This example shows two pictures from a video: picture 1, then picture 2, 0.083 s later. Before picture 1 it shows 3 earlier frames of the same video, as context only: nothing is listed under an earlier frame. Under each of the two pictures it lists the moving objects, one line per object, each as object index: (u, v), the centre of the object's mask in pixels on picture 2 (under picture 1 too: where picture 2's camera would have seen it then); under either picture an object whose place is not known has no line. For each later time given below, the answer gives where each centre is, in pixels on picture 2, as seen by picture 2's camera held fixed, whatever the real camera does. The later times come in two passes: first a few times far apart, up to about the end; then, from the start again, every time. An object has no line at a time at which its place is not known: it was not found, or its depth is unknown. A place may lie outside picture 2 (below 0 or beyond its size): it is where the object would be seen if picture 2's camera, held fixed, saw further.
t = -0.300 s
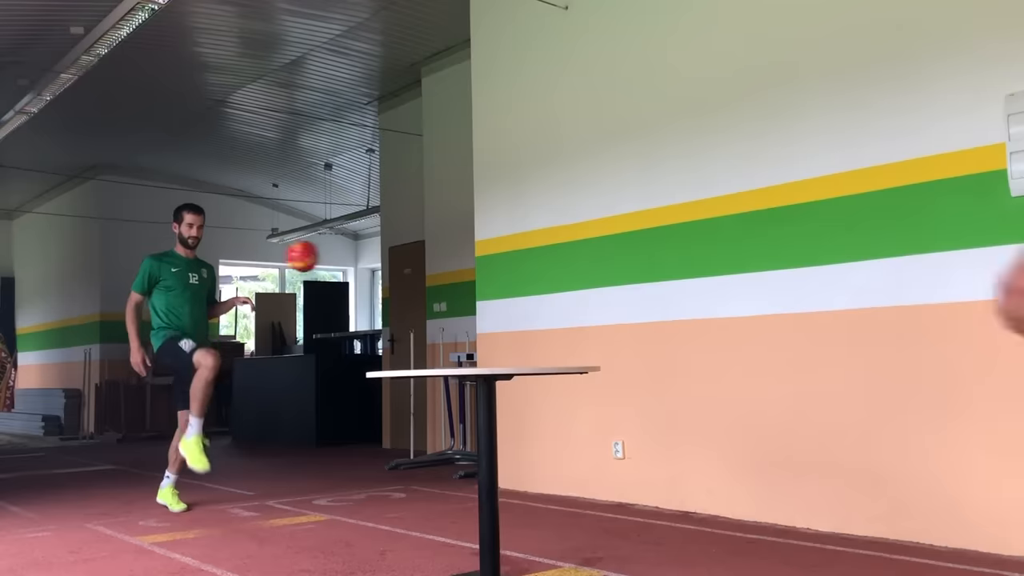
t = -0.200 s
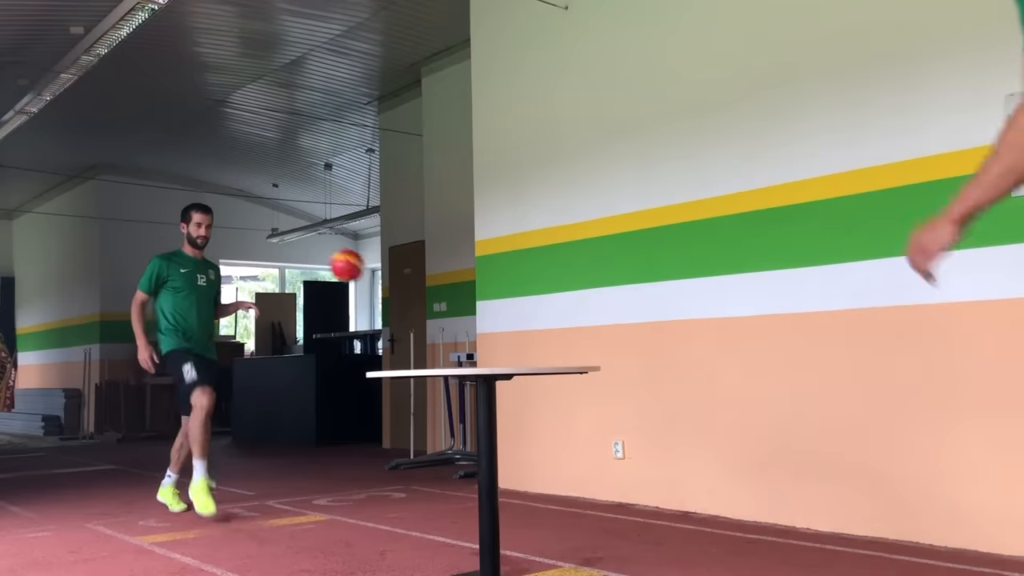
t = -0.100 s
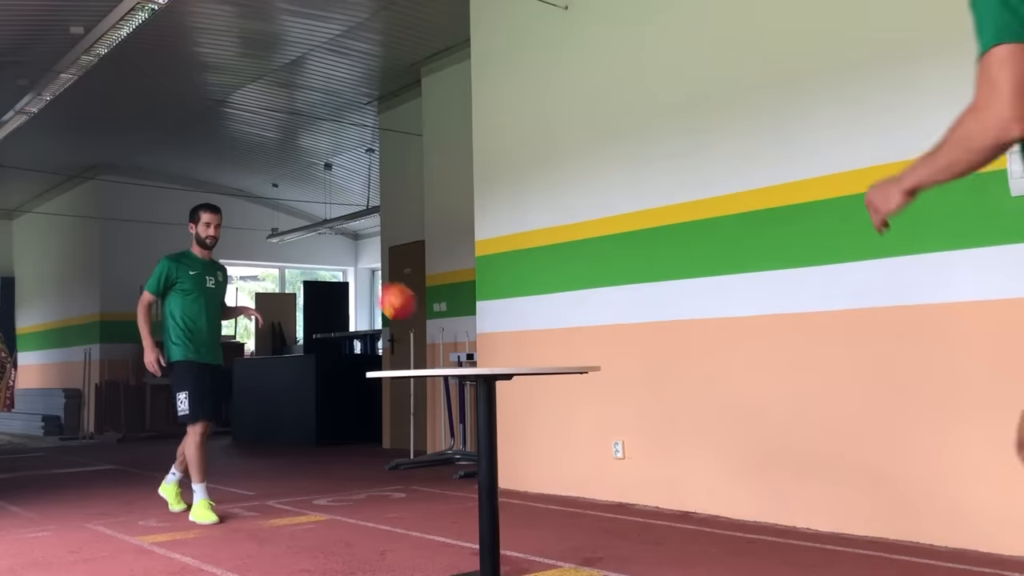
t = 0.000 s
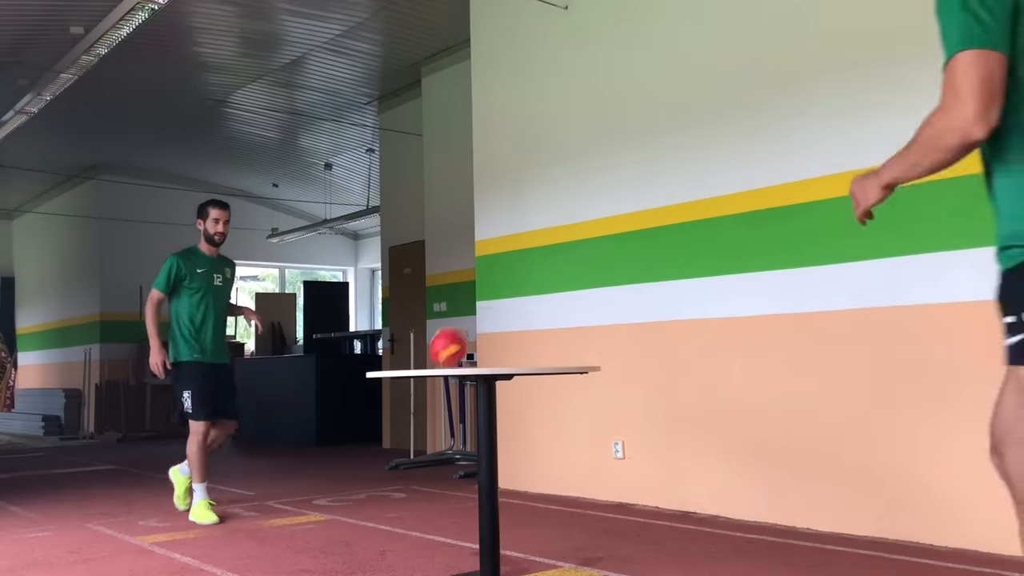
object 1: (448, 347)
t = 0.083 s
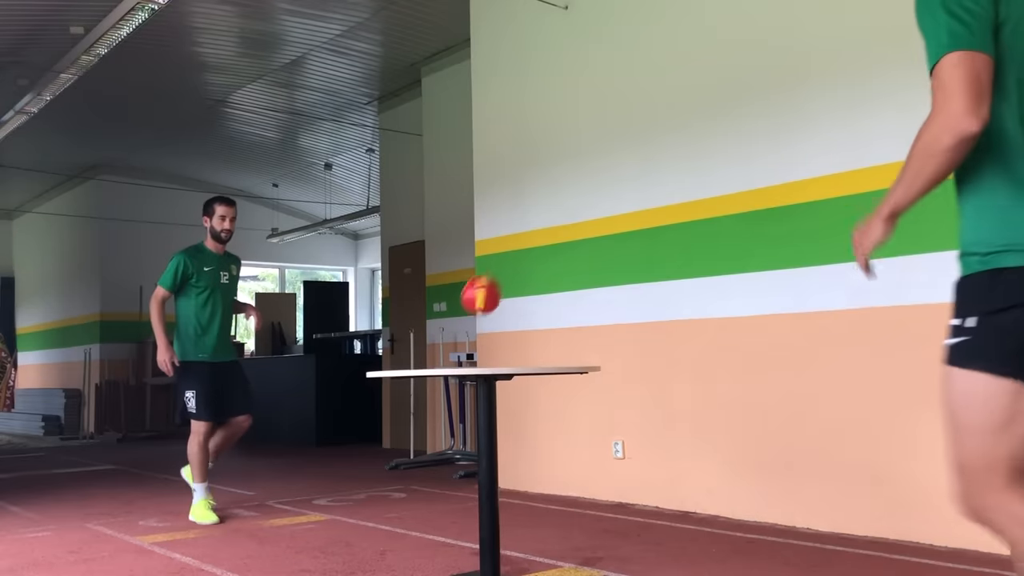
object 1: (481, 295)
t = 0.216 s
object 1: (538, 245)
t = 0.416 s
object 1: (638, 258)
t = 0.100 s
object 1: (488, 287)
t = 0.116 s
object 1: (494, 279)
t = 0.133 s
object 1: (501, 272)
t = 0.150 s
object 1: (509, 265)
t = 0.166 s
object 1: (516, 259)
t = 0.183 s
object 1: (523, 254)
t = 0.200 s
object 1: (530, 251)
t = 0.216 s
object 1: (538, 245)
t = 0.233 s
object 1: (545, 242)
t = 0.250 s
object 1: (553, 240)
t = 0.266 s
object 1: (561, 238)
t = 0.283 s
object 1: (569, 237)
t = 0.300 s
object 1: (577, 237)
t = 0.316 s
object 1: (585, 238)
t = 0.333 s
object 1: (593, 239)
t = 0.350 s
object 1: (603, 241)
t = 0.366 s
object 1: (611, 244)
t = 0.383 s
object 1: (620, 249)
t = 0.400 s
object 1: (629, 253)
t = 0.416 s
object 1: (638, 258)
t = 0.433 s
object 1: (648, 265)
